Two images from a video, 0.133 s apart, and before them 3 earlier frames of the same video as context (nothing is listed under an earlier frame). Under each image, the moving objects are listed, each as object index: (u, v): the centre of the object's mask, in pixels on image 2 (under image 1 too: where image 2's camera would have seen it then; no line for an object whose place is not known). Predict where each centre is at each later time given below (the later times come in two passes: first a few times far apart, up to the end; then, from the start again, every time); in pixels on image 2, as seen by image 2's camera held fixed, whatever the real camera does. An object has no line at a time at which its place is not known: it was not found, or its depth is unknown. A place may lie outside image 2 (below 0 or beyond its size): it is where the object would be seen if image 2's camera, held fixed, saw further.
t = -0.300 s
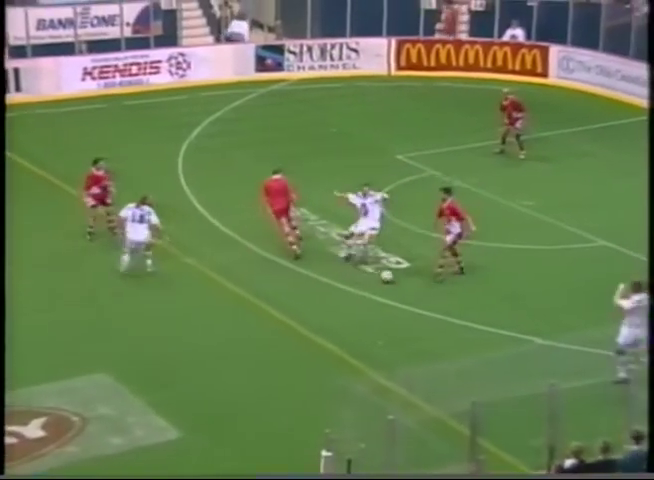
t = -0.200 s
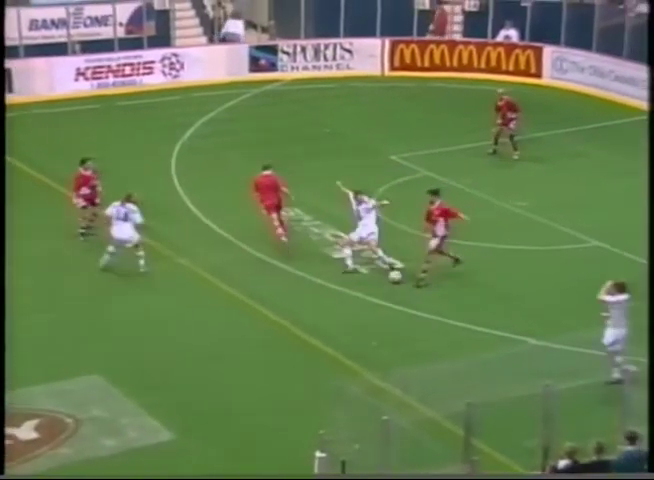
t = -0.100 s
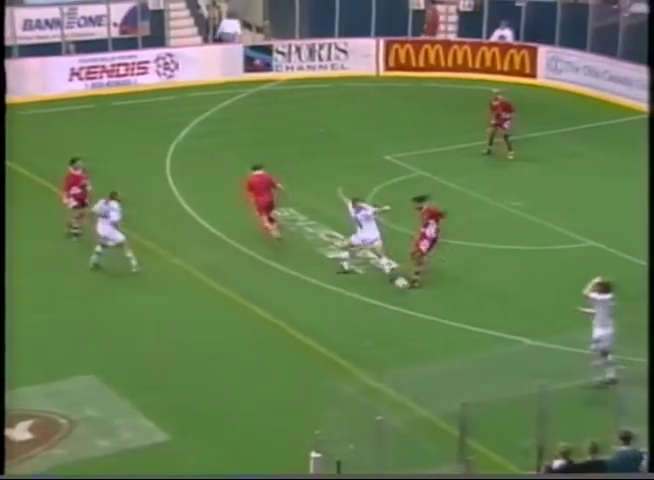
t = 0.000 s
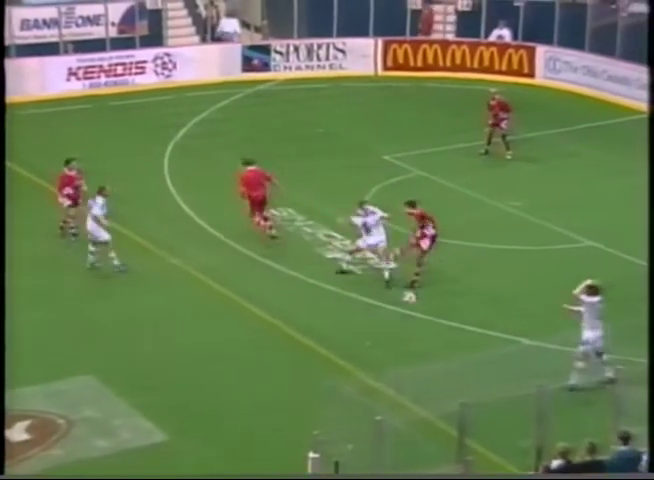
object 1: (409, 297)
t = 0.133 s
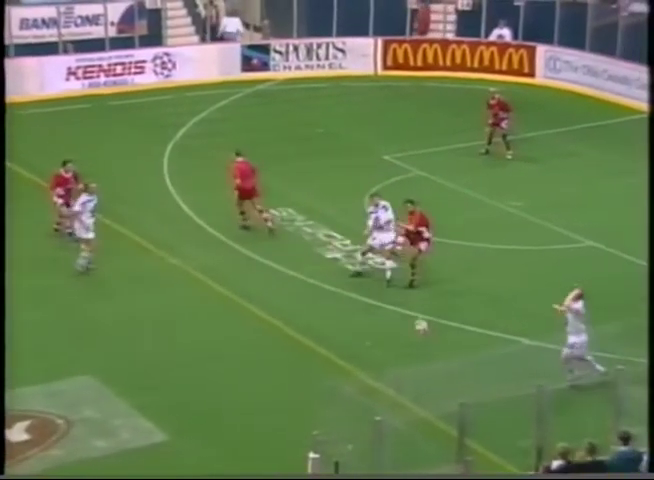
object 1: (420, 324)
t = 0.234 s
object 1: (430, 353)
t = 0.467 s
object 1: (451, 403)
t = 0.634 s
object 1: (468, 443)
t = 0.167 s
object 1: (424, 333)
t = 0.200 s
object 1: (427, 342)
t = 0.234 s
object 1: (430, 353)
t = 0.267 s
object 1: (433, 363)
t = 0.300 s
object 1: (436, 374)
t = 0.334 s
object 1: (439, 385)
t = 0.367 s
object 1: (442, 389)
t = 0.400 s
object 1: (446, 393)
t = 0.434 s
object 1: (449, 397)
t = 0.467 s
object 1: (451, 403)
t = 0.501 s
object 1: (453, 410)
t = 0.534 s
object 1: (454, 417)
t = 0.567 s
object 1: (466, 424)
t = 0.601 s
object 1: (466, 434)
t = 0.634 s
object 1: (468, 443)
